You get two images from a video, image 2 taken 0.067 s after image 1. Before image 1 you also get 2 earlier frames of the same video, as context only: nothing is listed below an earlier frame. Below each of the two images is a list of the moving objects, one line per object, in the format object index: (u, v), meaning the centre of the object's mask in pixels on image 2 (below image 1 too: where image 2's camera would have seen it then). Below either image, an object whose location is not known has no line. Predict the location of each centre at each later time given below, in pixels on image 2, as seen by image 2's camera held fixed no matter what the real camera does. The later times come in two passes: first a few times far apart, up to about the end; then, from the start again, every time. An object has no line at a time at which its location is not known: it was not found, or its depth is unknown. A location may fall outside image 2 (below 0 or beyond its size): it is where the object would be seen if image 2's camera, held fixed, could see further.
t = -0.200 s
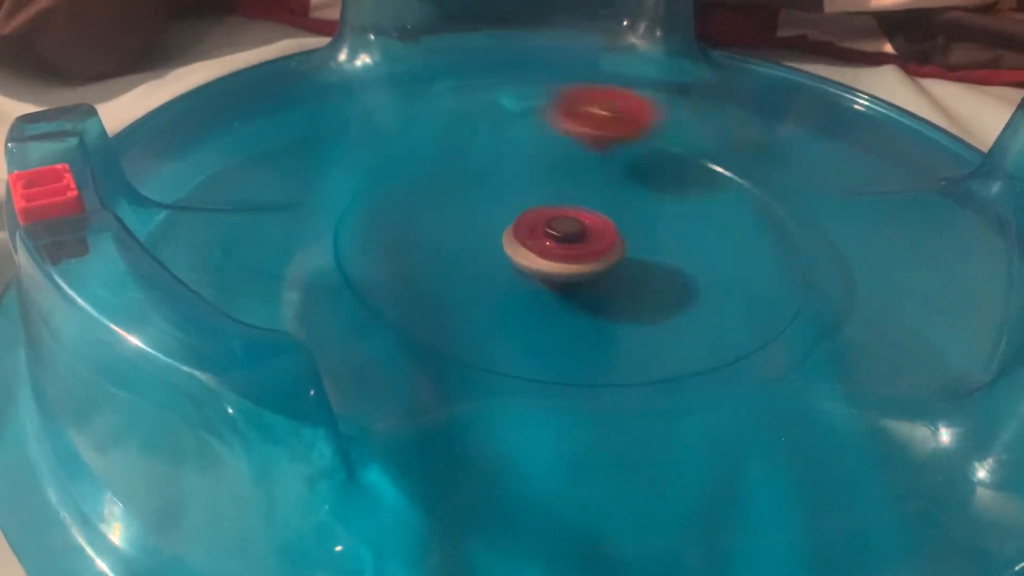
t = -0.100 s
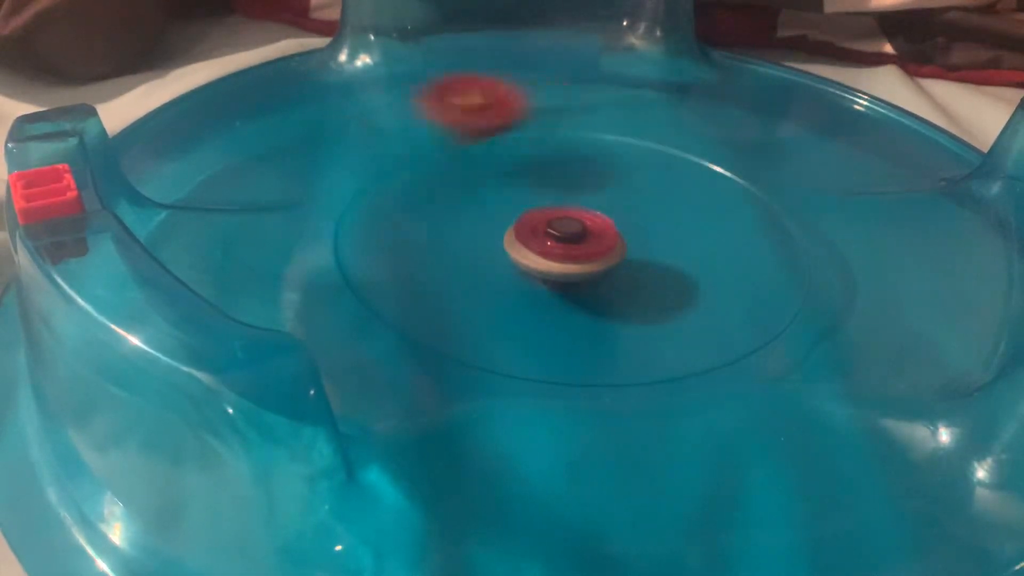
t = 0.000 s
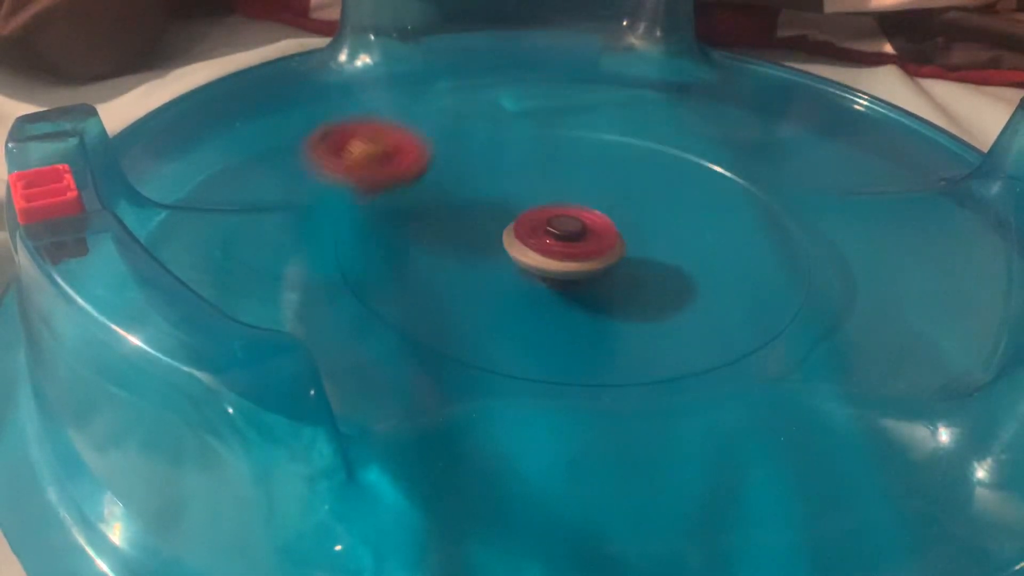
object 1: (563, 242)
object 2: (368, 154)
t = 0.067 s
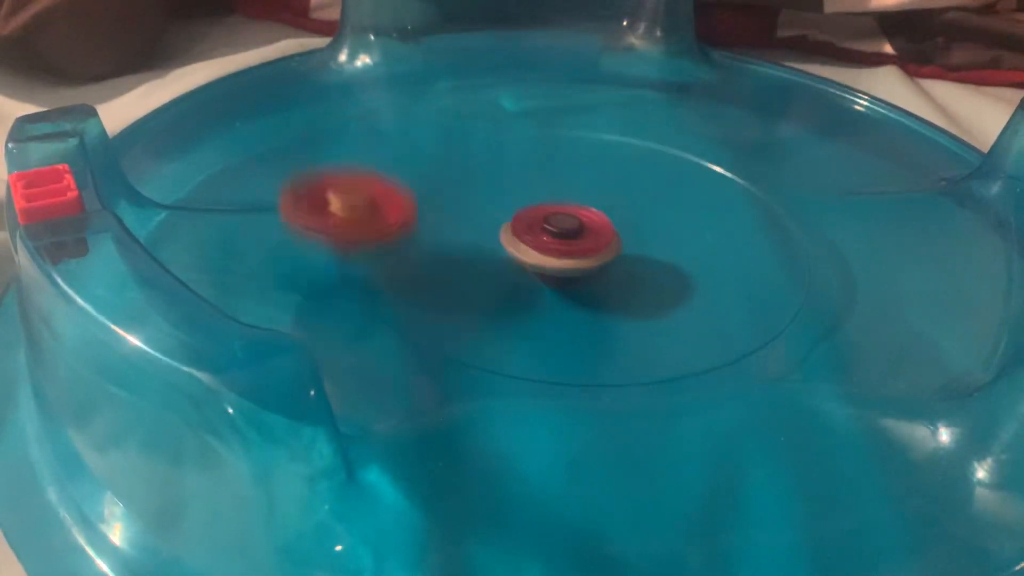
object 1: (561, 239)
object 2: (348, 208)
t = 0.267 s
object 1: (545, 233)
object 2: (614, 322)
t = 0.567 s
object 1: (517, 226)
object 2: (671, 135)
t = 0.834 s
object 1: (507, 224)
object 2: (362, 159)
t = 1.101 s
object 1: (512, 223)
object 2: (618, 323)
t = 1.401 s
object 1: (531, 217)
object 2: (681, 139)
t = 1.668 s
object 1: (543, 209)
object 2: (371, 149)
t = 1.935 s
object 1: (548, 206)
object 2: (584, 325)
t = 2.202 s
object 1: (551, 212)
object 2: (727, 172)
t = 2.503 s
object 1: (566, 224)
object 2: (388, 138)
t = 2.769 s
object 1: (574, 228)
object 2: (541, 321)
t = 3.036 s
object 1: (576, 235)
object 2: (737, 188)
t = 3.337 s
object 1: (568, 236)
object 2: (408, 125)
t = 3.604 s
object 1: (548, 231)
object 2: (492, 311)
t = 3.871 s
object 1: (525, 230)
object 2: (749, 209)
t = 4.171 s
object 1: (512, 228)
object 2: (445, 115)
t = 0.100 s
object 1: (558, 237)
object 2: (362, 237)
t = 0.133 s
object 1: (556, 237)
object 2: (394, 267)
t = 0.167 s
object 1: (553, 236)
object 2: (435, 292)
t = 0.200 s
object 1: (551, 235)
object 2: (493, 312)
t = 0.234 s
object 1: (547, 232)
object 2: (555, 322)
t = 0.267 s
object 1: (545, 233)
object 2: (614, 322)
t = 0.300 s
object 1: (541, 232)
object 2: (669, 313)
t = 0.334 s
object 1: (537, 230)
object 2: (716, 297)
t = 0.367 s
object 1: (535, 229)
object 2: (746, 274)
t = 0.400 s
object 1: (531, 229)
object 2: (764, 250)
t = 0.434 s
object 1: (528, 228)
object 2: (766, 223)
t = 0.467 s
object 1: (525, 227)
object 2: (756, 198)
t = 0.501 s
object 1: (522, 227)
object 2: (735, 175)
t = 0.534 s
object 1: (519, 226)
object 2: (707, 154)
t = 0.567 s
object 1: (517, 226)
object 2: (671, 135)
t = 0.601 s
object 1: (516, 225)
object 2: (633, 121)
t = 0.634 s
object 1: (514, 225)
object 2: (590, 112)
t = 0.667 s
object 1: (513, 225)
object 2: (548, 105)
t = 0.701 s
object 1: (511, 225)
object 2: (504, 103)
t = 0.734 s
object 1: (510, 224)
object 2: (463, 107)
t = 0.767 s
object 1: (509, 224)
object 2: (423, 120)
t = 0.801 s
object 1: (508, 224)
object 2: (388, 137)
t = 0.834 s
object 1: (507, 224)
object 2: (362, 159)
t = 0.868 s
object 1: (507, 224)
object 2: (348, 184)
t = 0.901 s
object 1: (507, 224)
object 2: (349, 213)
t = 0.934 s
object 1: (507, 223)
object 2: (364, 242)
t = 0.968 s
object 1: (507, 223)
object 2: (397, 270)
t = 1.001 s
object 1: (508, 222)
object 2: (441, 294)
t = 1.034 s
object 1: (508, 223)
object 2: (497, 313)
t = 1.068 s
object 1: (510, 224)
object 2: (557, 322)
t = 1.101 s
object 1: (512, 223)
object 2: (618, 323)
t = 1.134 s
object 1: (515, 223)
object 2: (673, 314)
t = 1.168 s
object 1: (516, 223)
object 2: (720, 298)
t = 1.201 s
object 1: (519, 222)
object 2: (751, 276)
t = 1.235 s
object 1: (521, 221)
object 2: (768, 252)
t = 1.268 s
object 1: (524, 220)
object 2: (770, 227)
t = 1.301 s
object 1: (525, 219)
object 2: (761, 202)
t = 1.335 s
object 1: (527, 218)
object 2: (742, 178)
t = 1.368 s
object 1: (529, 218)
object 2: (715, 157)
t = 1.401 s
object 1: (531, 217)
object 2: (681, 139)
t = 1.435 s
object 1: (532, 216)
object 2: (642, 125)
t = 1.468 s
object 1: (534, 215)
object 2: (600, 115)
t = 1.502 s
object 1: (536, 214)
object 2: (560, 108)
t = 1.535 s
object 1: (538, 213)
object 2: (516, 105)
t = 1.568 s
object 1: (539, 213)
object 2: (475, 107)
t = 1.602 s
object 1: (540, 212)
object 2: (435, 115)
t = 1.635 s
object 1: (542, 210)
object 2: (401, 130)
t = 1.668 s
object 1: (543, 209)
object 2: (371, 149)
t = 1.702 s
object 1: (544, 208)
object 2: (352, 174)
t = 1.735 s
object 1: (544, 208)
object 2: (346, 199)
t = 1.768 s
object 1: (545, 207)
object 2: (355, 228)
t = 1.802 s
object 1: (546, 207)
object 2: (378, 255)
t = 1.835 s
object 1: (547, 206)
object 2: (416, 282)
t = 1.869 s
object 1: (547, 206)
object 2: (464, 305)
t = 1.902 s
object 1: (548, 205)
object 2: (522, 320)
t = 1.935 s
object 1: (548, 206)
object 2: (584, 325)
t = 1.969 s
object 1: (548, 205)
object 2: (642, 322)
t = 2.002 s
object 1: (549, 206)
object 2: (695, 309)
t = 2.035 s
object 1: (549, 207)
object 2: (732, 291)
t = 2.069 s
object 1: (549, 207)
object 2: (756, 267)
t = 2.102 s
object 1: (549, 209)
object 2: (766, 243)
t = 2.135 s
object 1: (550, 209)
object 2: (764, 218)
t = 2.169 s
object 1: (550, 211)
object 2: (751, 194)
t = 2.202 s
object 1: (551, 212)
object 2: (727, 172)
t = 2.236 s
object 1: (552, 213)
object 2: (697, 152)
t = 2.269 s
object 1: (552, 214)
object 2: (660, 136)
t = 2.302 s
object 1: (554, 216)
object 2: (621, 124)
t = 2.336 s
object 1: (555, 218)
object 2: (581, 116)
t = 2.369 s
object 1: (557, 219)
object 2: (539, 111)
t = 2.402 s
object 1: (559, 221)
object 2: (496, 109)
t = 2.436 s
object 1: (561, 222)
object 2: (456, 113)
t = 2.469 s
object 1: (564, 223)
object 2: (419, 120)
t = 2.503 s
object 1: (566, 224)
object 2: (388, 138)
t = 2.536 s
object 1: (568, 224)
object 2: (362, 157)
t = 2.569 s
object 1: (569, 225)
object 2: (349, 182)
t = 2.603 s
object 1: (571, 226)
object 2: (349, 210)
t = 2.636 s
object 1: (573, 226)
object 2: (362, 237)
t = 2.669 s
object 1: (573, 227)
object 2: (390, 266)
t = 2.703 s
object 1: (573, 227)
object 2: (430, 290)
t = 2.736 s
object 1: (573, 227)
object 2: (482, 310)
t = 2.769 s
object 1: (574, 228)
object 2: (541, 321)
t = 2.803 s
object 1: (574, 229)
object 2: (604, 323)
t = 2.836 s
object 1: (574, 229)
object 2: (656, 317)
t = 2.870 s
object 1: (575, 230)
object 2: (700, 302)
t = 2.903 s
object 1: (576, 231)
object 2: (734, 283)
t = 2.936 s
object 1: (577, 232)
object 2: (754, 260)
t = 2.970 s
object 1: (576, 234)
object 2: (760, 235)
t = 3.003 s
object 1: (576, 234)
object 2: (754, 211)
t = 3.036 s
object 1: (576, 235)
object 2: (737, 188)
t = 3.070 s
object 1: (576, 235)
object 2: (711, 165)
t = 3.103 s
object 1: (575, 235)
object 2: (681, 148)
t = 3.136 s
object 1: (574, 236)
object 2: (643, 133)
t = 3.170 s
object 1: (574, 236)
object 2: (604, 122)
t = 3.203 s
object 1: (573, 236)
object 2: (565, 114)
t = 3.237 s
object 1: (572, 236)
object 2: (524, 110)
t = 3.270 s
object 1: (571, 236)
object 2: (482, 110)
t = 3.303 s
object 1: (569, 236)
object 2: (445, 114)
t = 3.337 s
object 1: (568, 236)
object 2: (408, 125)
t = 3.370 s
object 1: (565, 234)
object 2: (380, 143)
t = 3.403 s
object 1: (563, 234)
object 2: (358, 164)
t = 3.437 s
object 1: (560, 234)
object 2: (348, 189)
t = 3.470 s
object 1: (558, 233)
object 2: (350, 215)
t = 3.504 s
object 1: (555, 233)
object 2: (367, 243)
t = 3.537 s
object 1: (552, 233)
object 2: (396, 269)
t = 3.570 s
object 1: (550, 232)
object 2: (438, 292)
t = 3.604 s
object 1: (548, 231)
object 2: (492, 311)
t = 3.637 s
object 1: (545, 230)
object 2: (549, 319)
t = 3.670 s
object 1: (542, 232)
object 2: (605, 320)
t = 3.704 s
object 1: (540, 232)
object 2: (656, 313)
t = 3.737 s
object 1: (538, 232)
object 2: (699, 299)
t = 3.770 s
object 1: (535, 231)
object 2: (732, 279)
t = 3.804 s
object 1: (532, 231)
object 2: (750, 256)
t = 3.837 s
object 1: (529, 230)
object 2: (756, 233)
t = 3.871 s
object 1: (525, 230)
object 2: (749, 209)
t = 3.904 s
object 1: (523, 230)
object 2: (732, 186)
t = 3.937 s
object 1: (522, 229)
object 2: (708, 166)
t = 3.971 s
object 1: (519, 229)
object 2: (677, 148)
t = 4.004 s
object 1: (518, 229)
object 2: (642, 134)
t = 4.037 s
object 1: (517, 229)
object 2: (603, 123)
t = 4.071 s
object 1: (515, 229)
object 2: (564, 115)
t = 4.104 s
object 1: (514, 229)
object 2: (524, 111)
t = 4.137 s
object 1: (513, 229)
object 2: (484, 111)
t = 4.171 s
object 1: (512, 228)
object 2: (445, 115)
